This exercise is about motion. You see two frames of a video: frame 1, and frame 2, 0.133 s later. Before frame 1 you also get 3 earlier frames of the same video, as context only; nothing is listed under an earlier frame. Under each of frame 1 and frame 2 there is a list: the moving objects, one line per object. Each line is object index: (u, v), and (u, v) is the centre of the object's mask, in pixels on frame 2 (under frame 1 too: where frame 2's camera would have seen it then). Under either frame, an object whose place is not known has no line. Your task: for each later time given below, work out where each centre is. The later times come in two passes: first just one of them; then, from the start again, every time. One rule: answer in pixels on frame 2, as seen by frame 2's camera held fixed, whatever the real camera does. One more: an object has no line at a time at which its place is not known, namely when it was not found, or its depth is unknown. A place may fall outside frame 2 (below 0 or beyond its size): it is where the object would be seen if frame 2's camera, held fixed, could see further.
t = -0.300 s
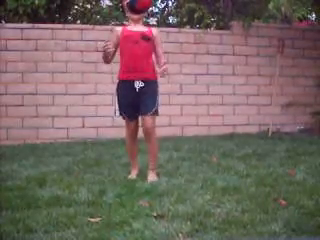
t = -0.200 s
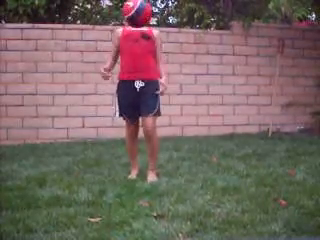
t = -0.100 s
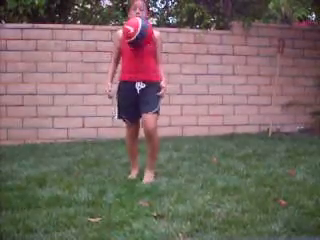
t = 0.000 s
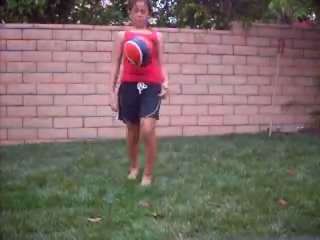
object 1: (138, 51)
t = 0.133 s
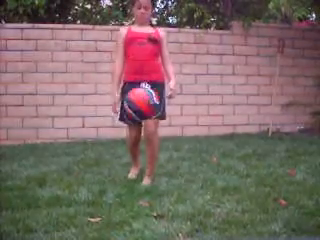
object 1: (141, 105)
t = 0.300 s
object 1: (146, 189)
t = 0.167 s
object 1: (142, 121)
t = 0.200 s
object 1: (144, 142)
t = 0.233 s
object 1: (144, 166)
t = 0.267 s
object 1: (145, 191)
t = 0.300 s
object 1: (146, 189)
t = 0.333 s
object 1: (146, 177)
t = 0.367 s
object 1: (146, 166)
